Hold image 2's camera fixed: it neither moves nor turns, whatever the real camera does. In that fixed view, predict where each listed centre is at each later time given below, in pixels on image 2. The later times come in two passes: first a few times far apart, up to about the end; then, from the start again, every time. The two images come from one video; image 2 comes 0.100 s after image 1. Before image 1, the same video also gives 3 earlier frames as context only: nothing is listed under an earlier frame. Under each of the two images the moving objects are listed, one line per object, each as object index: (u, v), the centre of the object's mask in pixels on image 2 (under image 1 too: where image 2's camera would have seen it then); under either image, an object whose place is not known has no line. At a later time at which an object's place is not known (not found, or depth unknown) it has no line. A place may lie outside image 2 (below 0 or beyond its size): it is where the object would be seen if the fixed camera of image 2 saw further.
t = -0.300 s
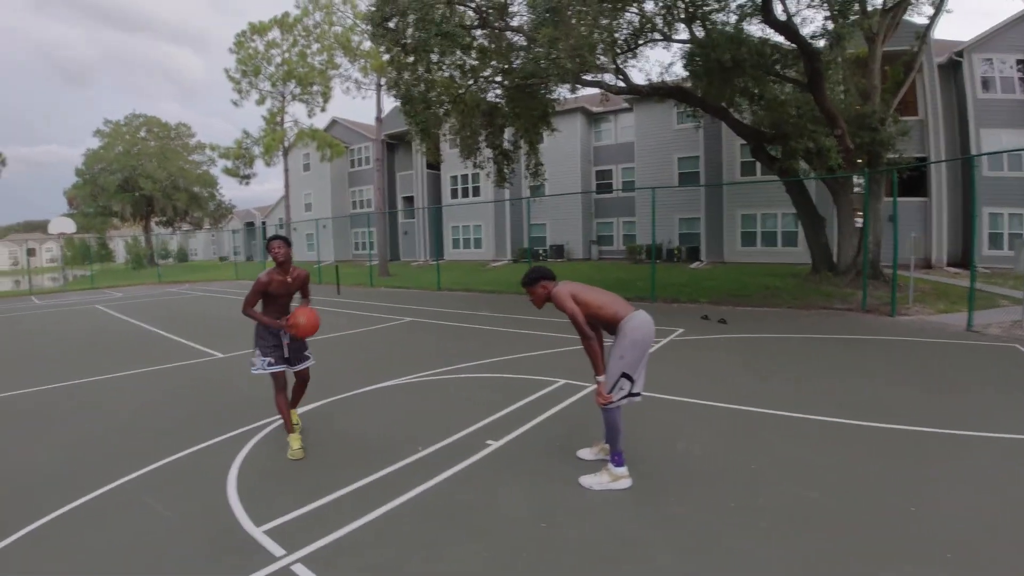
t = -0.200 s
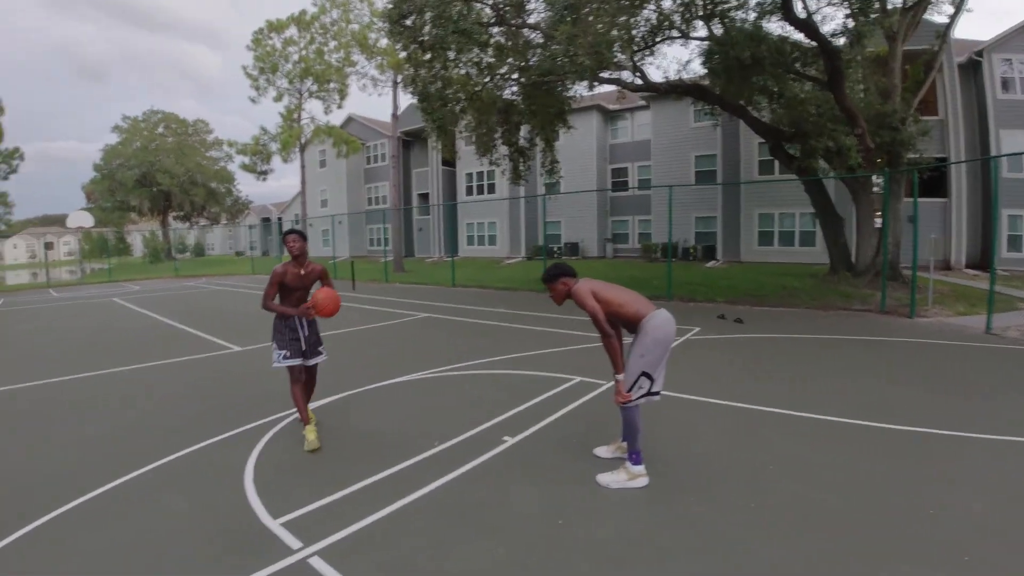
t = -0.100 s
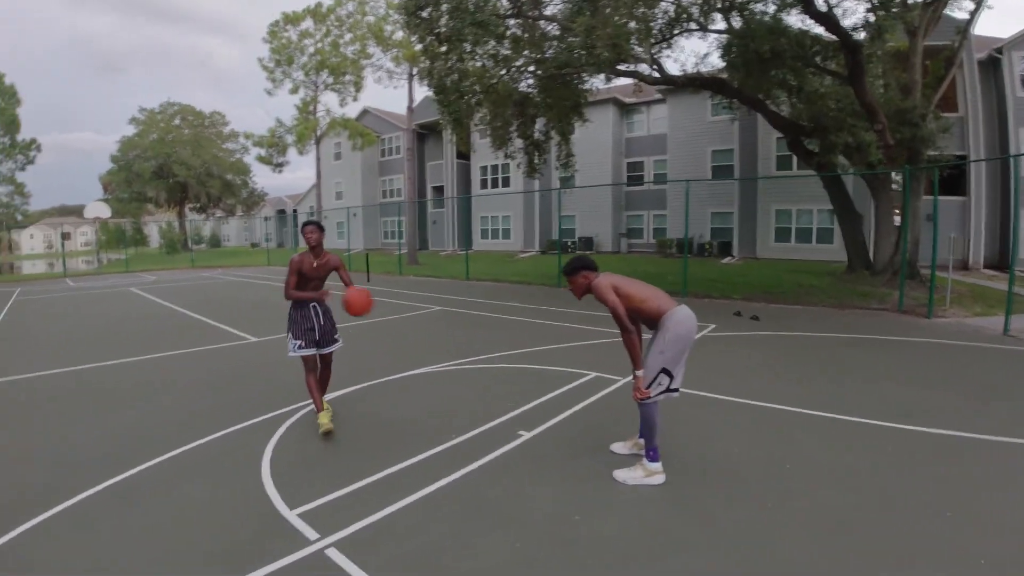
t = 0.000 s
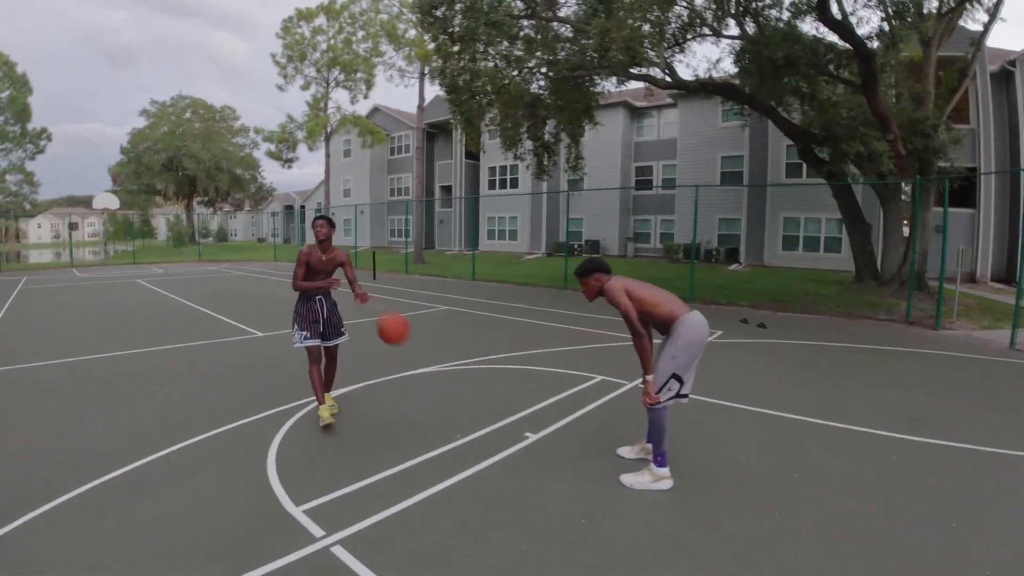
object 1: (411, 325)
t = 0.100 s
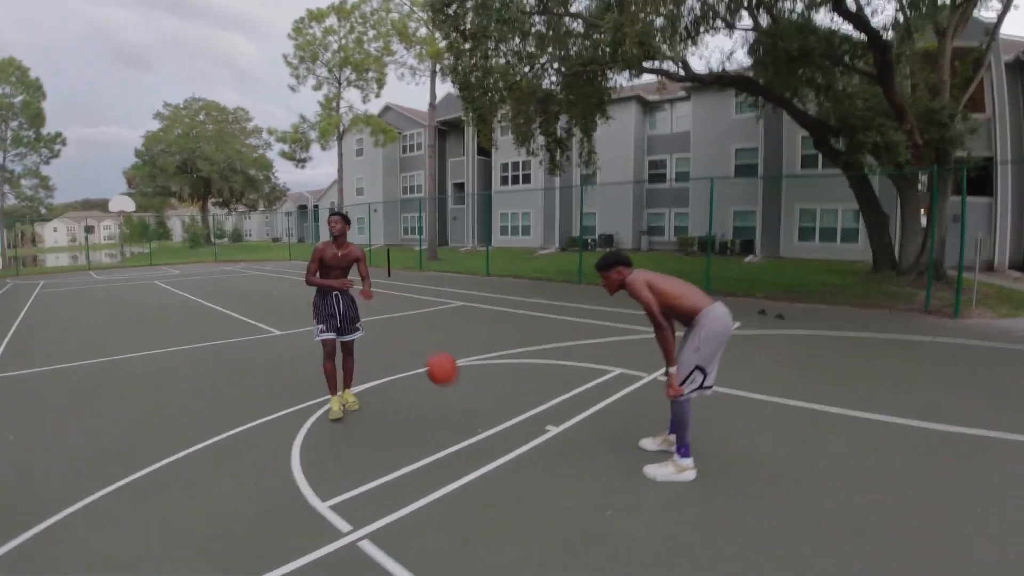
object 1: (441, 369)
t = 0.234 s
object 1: (482, 424)
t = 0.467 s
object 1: (528, 350)
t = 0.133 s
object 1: (452, 386)
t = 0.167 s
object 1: (465, 406)
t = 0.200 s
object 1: (474, 425)
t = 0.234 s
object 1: (482, 424)
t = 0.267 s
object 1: (489, 411)
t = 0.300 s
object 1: (496, 397)
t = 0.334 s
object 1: (503, 386)
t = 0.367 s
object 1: (509, 375)
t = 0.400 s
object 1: (515, 366)
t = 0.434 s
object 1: (522, 357)
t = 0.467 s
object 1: (528, 350)
